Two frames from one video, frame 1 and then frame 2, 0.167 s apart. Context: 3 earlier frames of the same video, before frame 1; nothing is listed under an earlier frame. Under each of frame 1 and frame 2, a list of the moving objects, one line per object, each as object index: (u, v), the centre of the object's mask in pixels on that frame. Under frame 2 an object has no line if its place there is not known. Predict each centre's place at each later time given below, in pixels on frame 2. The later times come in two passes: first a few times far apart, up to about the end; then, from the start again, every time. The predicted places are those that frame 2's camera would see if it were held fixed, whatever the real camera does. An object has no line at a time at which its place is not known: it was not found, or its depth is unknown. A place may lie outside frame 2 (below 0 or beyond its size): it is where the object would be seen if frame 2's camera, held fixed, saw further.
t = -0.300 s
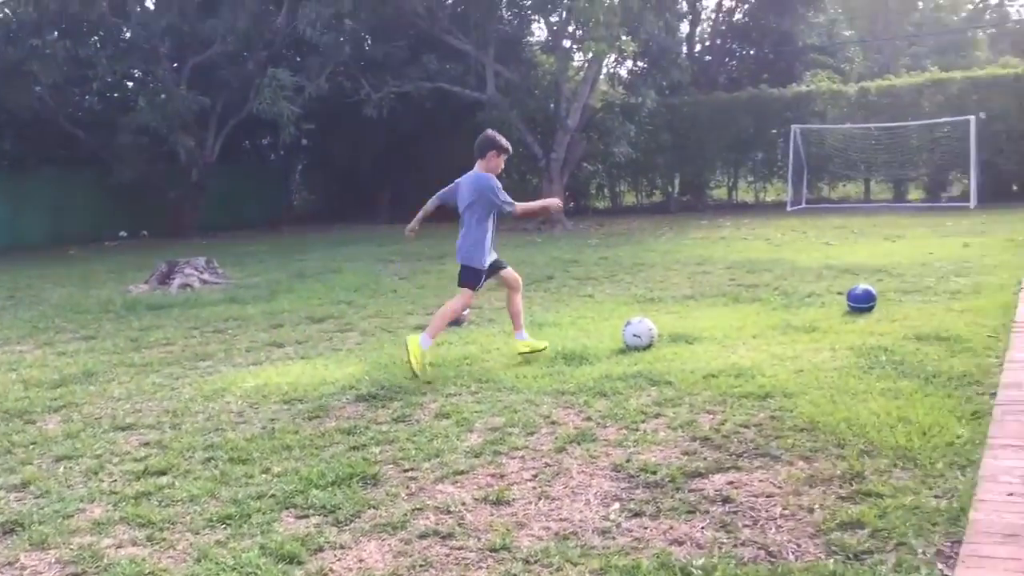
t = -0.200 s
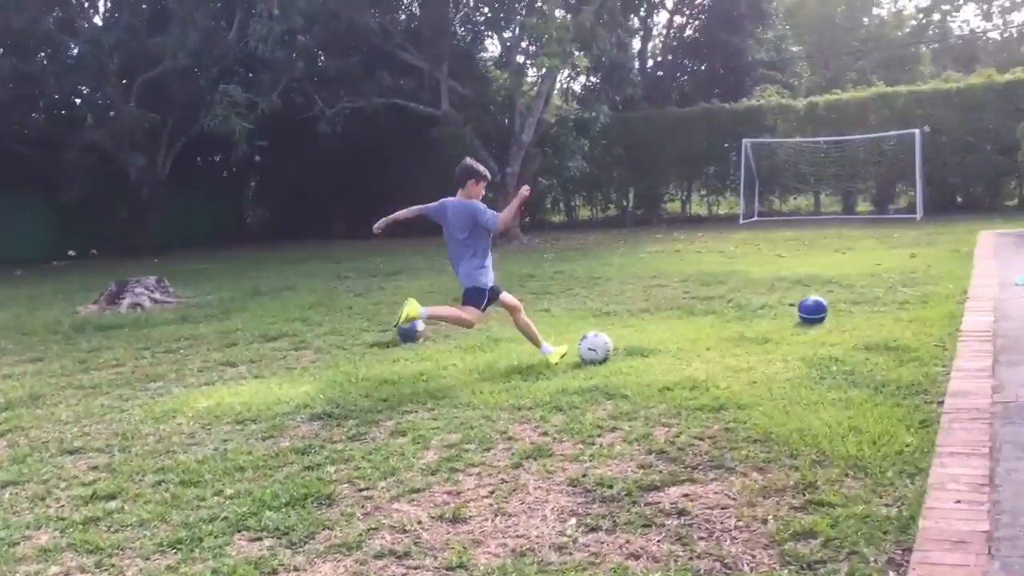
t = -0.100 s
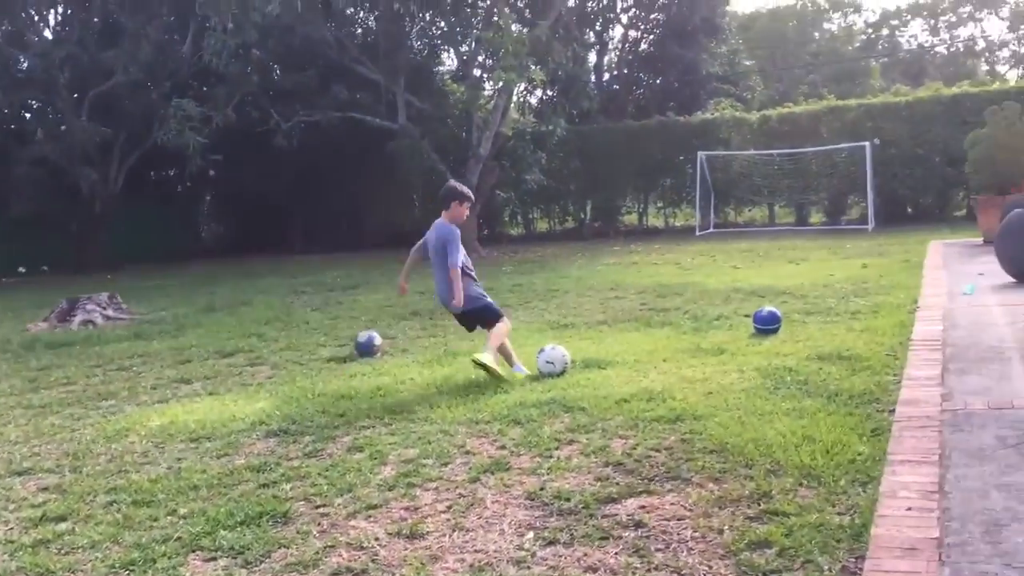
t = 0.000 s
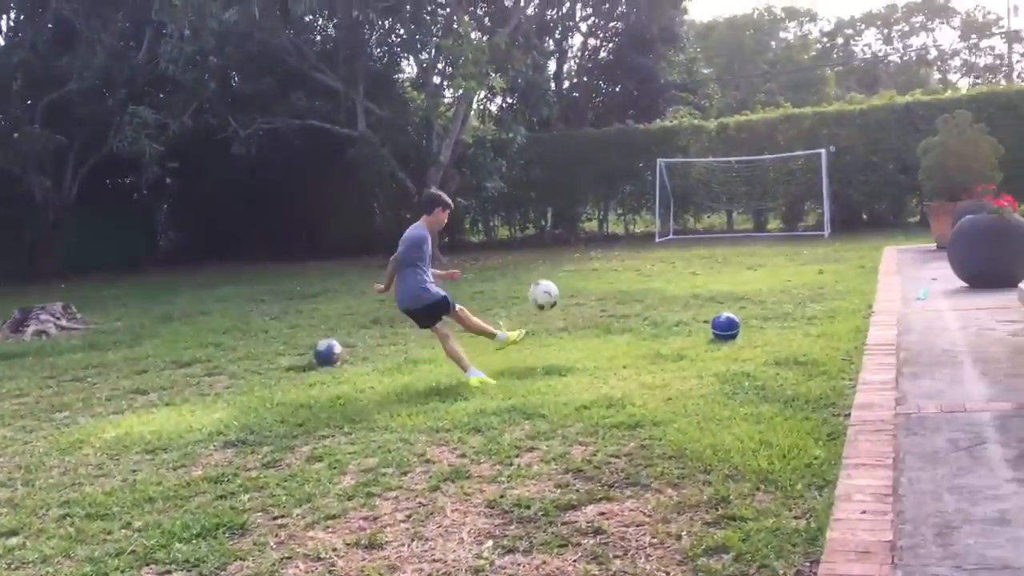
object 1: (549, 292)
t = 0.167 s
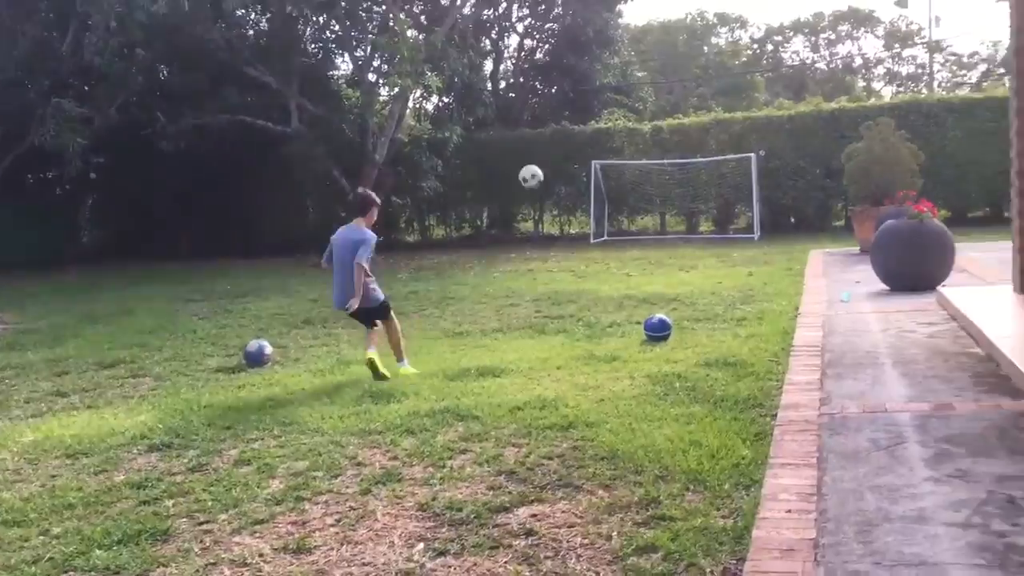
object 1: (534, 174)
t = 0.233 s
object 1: (544, 152)
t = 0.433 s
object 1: (571, 119)
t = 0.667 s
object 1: (591, 129)
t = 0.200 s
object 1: (541, 161)
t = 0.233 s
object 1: (544, 152)
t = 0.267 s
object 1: (549, 143)
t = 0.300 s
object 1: (554, 136)
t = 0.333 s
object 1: (559, 130)
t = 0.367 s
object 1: (563, 125)
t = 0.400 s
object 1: (567, 121)
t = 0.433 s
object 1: (571, 119)
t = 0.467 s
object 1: (575, 118)
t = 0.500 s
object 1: (578, 118)
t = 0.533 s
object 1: (581, 119)
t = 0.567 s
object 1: (584, 120)
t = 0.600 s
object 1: (586, 122)
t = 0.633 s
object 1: (589, 125)
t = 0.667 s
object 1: (591, 129)
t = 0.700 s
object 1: (594, 132)
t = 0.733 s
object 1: (596, 138)
